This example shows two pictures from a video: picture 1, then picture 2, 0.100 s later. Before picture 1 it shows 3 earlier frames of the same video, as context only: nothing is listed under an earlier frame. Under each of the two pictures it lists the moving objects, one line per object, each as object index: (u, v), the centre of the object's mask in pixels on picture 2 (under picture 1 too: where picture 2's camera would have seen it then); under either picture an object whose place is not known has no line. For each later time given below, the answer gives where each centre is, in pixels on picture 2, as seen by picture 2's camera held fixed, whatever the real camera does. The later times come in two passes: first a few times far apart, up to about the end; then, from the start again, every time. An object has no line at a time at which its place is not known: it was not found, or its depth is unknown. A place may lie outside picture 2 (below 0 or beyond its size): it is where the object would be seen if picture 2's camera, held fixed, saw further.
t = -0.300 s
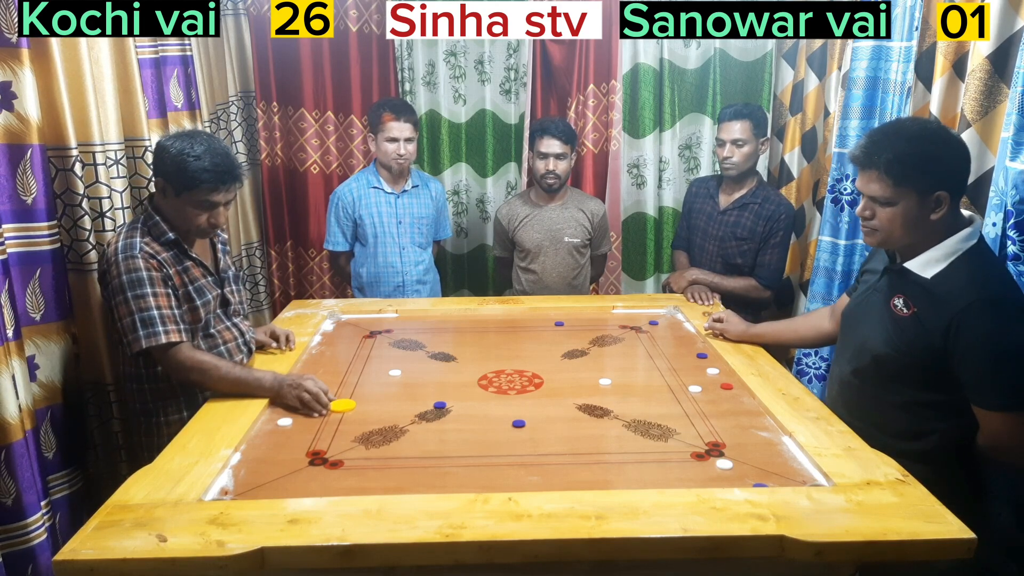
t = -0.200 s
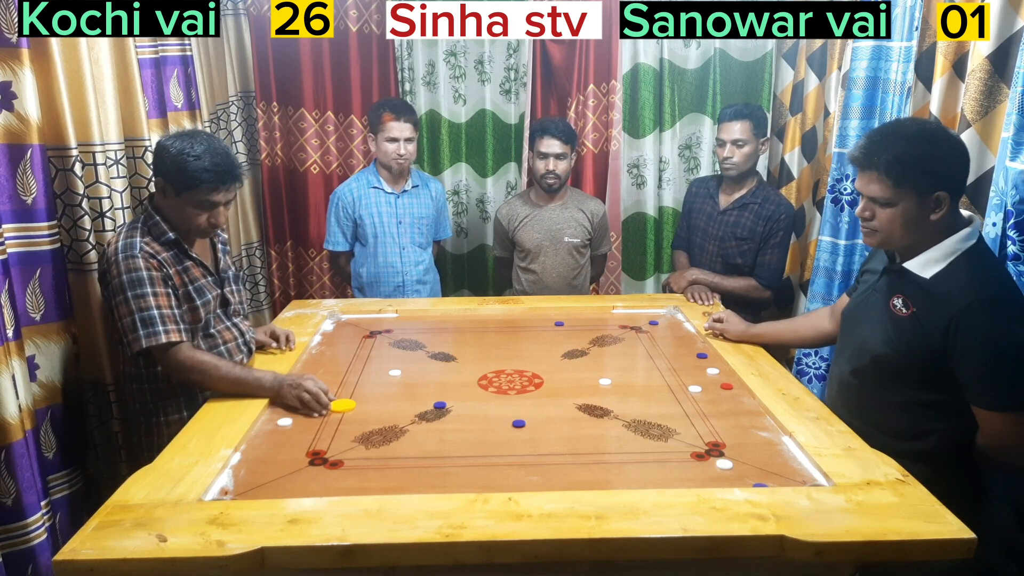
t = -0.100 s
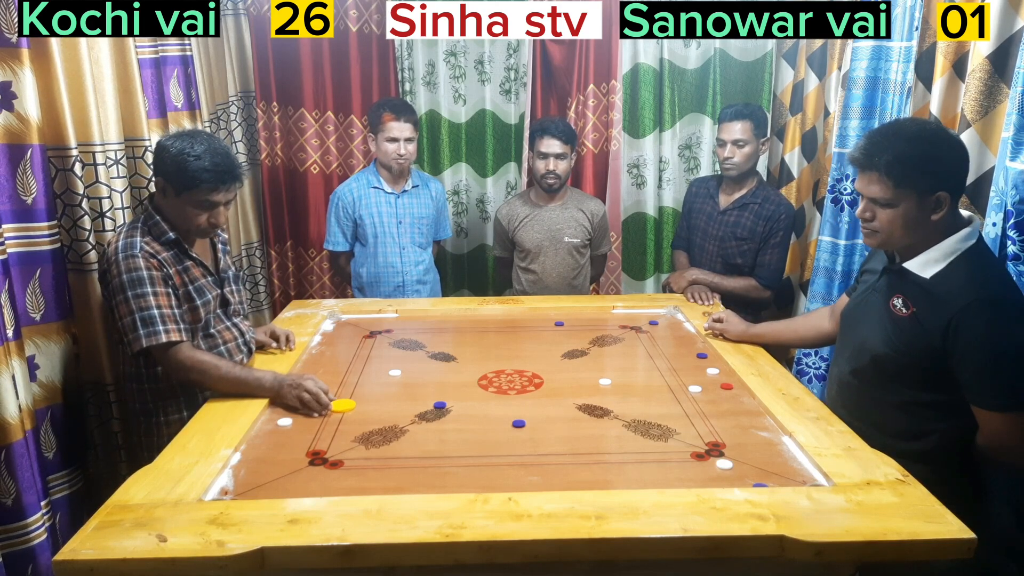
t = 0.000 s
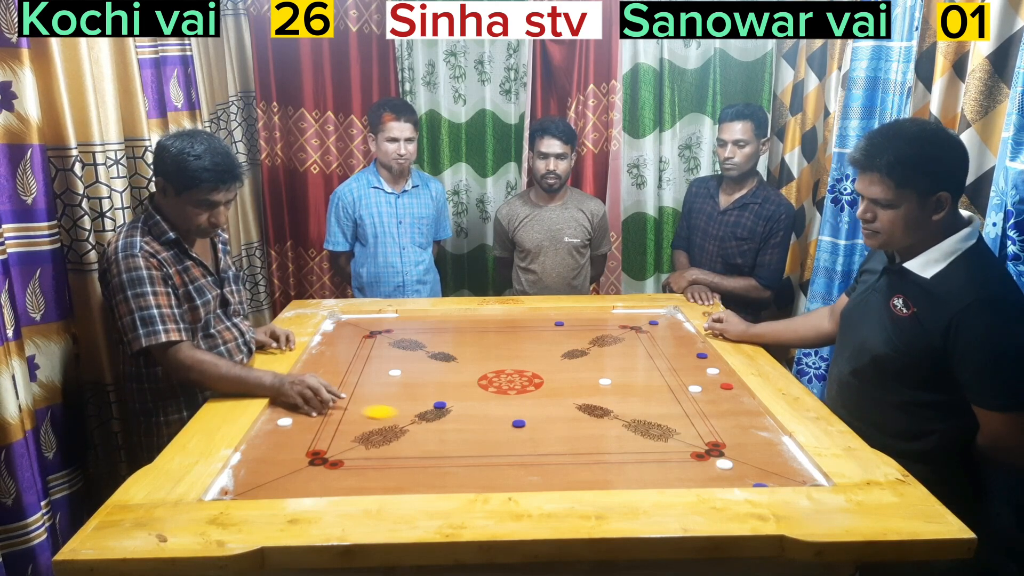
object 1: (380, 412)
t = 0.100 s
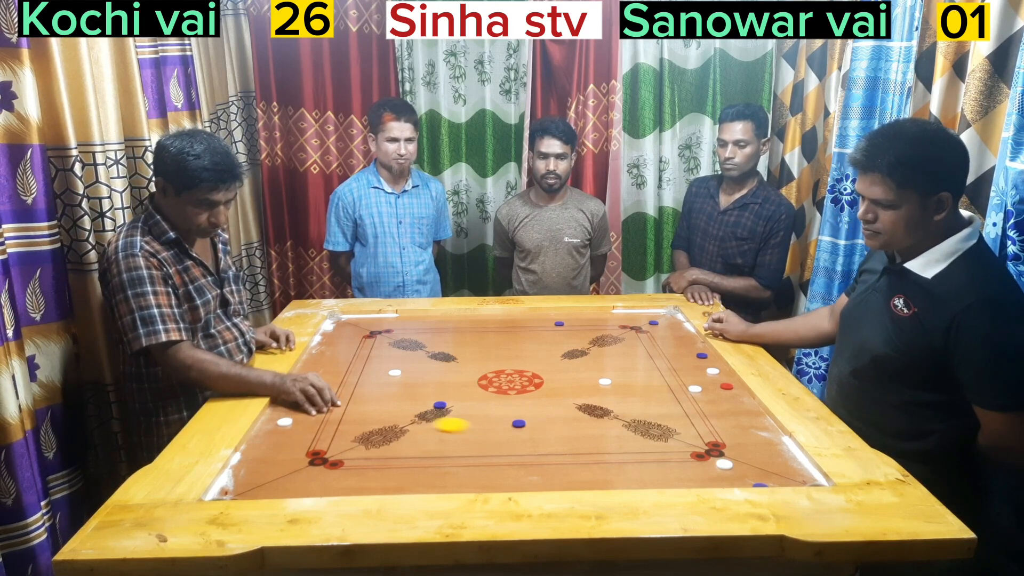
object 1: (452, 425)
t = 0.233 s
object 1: (549, 442)
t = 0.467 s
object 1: (720, 471)
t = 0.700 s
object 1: (805, 478)
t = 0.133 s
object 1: (476, 429)
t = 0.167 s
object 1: (500, 433)
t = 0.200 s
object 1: (524, 437)
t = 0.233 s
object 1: (549, 442)
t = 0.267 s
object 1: (574, 446)
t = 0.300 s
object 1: (599, 450)
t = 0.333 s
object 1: (624, 454)
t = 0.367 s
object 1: (650, 459)
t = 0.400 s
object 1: (675, 462)
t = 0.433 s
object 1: (699, 467)
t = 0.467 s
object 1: (720, 471)
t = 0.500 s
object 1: (740, 476)
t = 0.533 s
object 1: (755, 478)
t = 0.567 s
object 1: (766, 479)
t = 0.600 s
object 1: (778, 478)
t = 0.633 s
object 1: (788, 478)
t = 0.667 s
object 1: (797, 478)
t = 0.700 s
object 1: (805, 478)
